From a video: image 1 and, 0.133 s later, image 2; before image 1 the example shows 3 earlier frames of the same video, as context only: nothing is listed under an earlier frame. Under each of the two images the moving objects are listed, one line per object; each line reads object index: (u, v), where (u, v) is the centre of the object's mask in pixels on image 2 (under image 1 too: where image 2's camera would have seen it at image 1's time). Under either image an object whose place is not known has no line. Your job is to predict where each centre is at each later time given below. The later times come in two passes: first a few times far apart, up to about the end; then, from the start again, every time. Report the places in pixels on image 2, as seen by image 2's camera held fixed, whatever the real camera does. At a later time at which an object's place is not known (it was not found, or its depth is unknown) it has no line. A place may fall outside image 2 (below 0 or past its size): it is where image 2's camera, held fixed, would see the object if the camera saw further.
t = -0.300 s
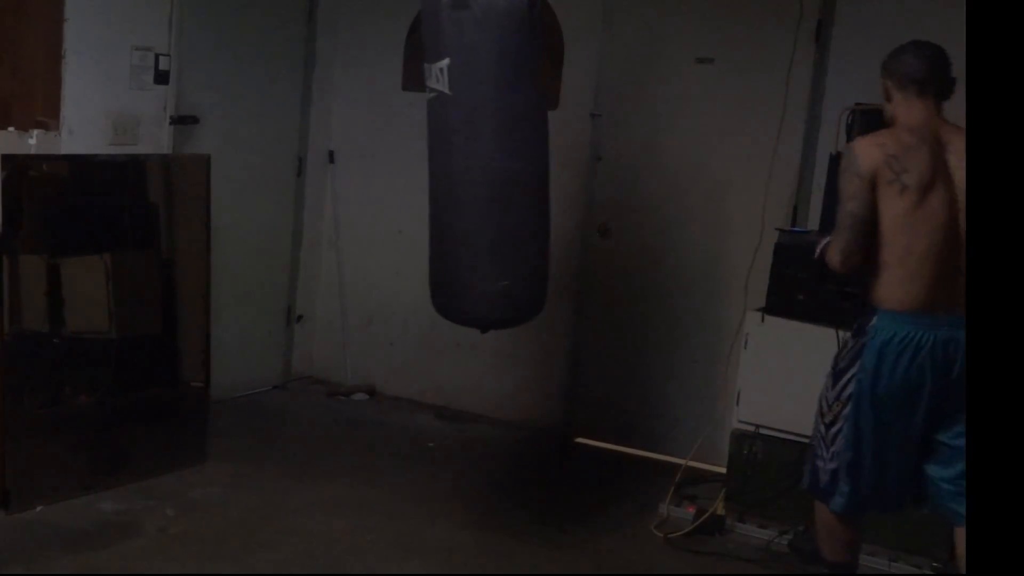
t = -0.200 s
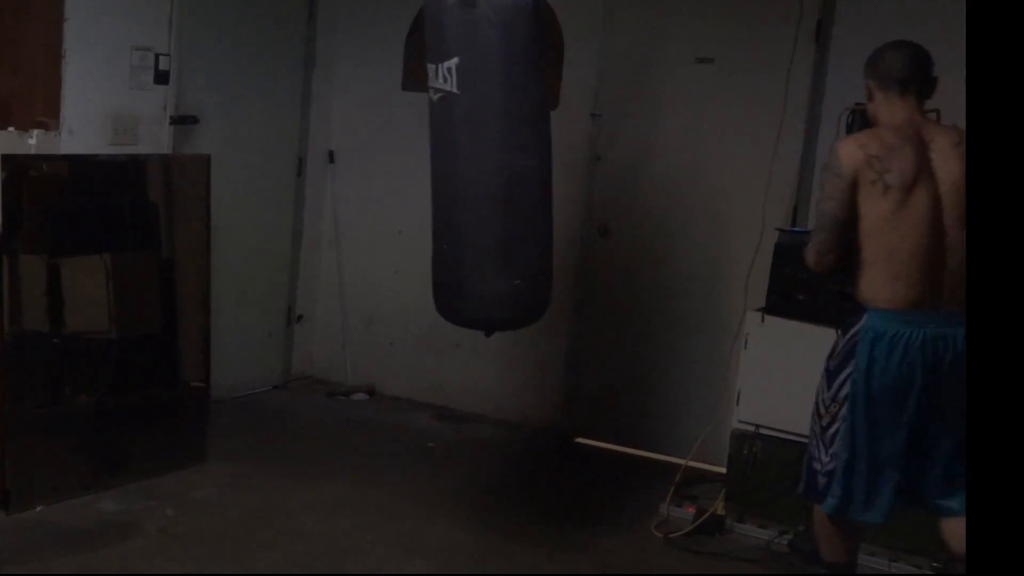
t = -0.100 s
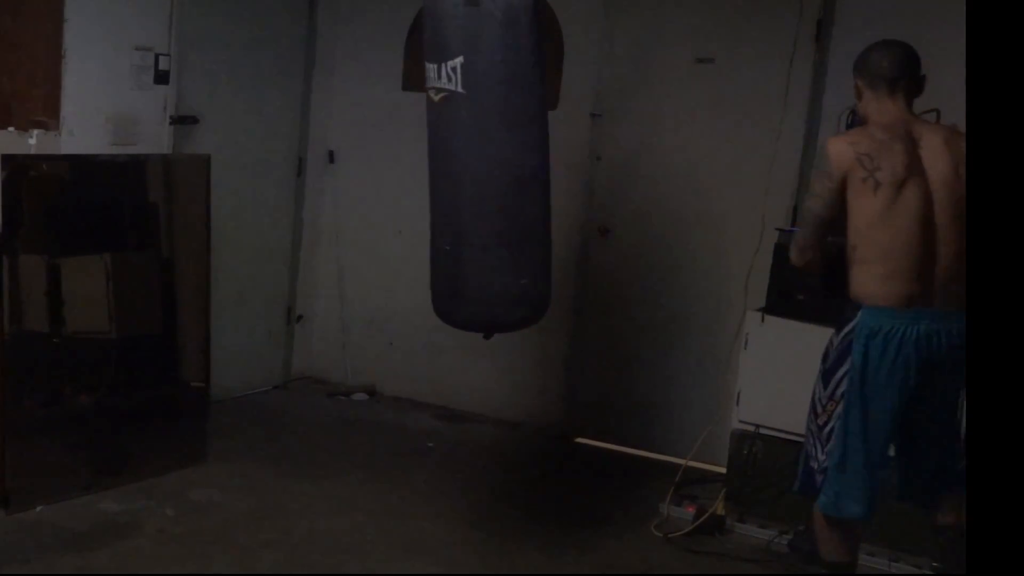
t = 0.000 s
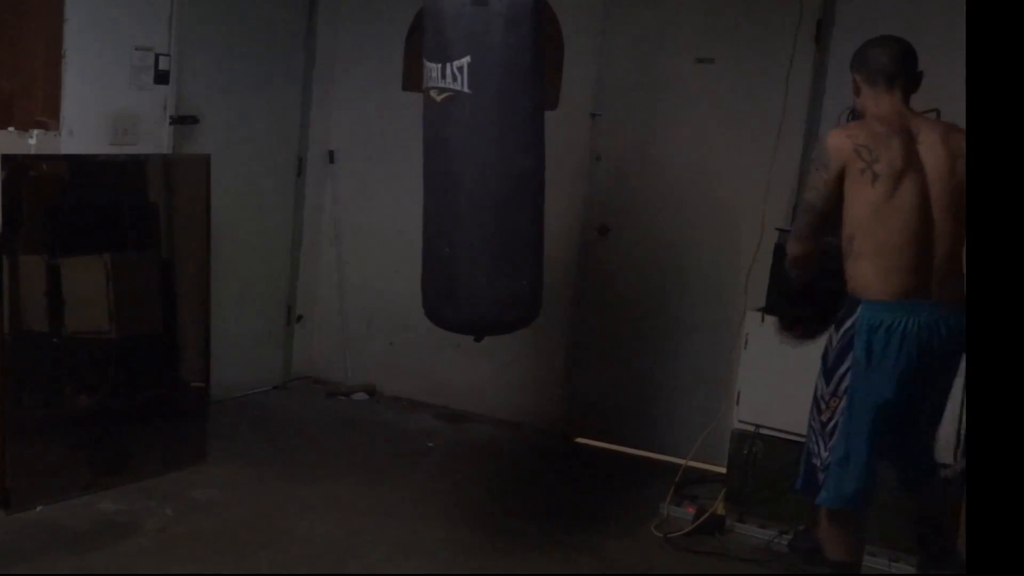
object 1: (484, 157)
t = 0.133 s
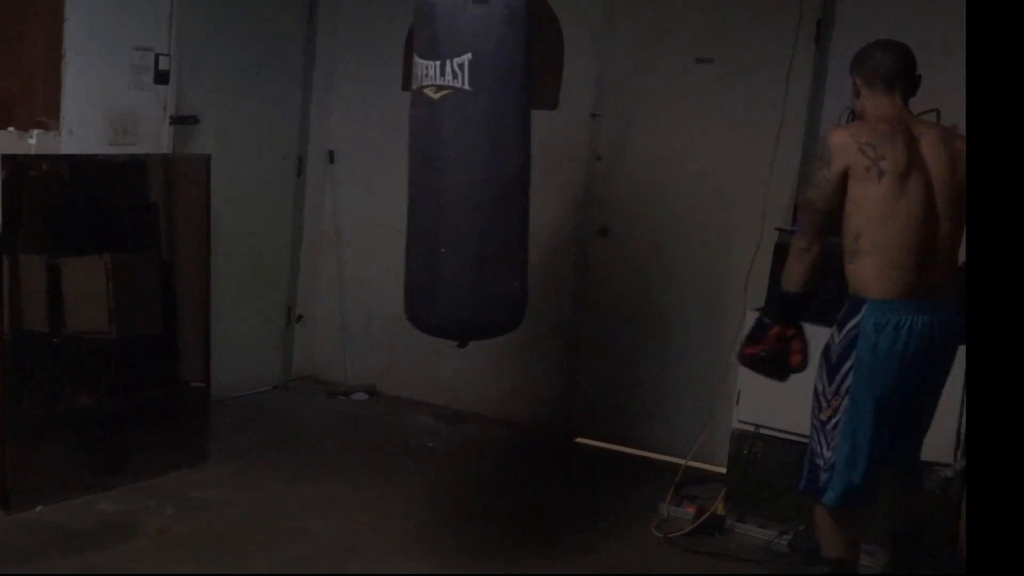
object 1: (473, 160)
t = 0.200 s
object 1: (467, 160)
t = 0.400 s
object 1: (442, 157)
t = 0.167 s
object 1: (470, 160)
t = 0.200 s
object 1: (467, 160)
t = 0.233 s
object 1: (463, 160)
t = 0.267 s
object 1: (459, 159)
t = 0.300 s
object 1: (455, 159)
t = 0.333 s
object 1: (451, 159)
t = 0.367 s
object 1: (446, 158)
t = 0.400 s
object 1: (442, 157)
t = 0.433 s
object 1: (437, 156)
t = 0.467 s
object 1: (434, 155)
